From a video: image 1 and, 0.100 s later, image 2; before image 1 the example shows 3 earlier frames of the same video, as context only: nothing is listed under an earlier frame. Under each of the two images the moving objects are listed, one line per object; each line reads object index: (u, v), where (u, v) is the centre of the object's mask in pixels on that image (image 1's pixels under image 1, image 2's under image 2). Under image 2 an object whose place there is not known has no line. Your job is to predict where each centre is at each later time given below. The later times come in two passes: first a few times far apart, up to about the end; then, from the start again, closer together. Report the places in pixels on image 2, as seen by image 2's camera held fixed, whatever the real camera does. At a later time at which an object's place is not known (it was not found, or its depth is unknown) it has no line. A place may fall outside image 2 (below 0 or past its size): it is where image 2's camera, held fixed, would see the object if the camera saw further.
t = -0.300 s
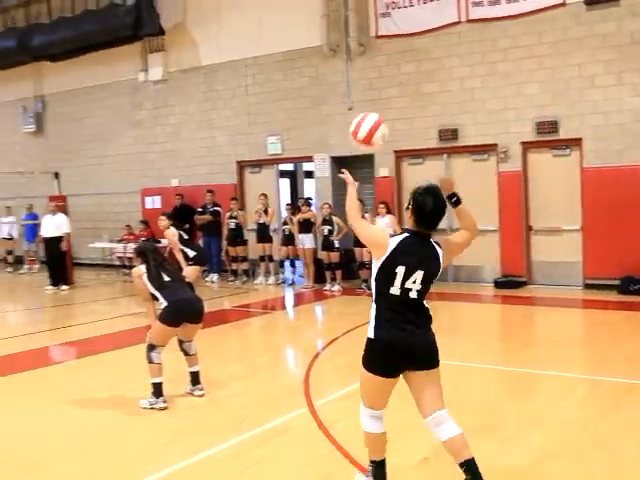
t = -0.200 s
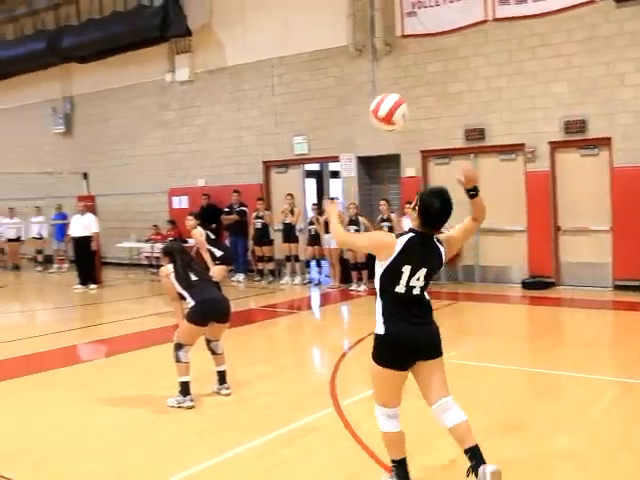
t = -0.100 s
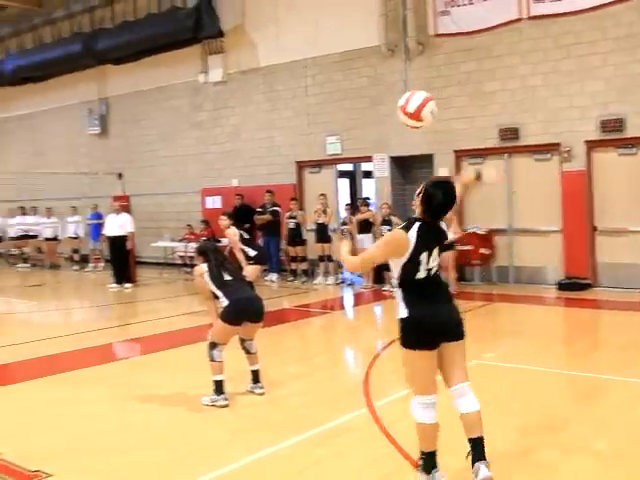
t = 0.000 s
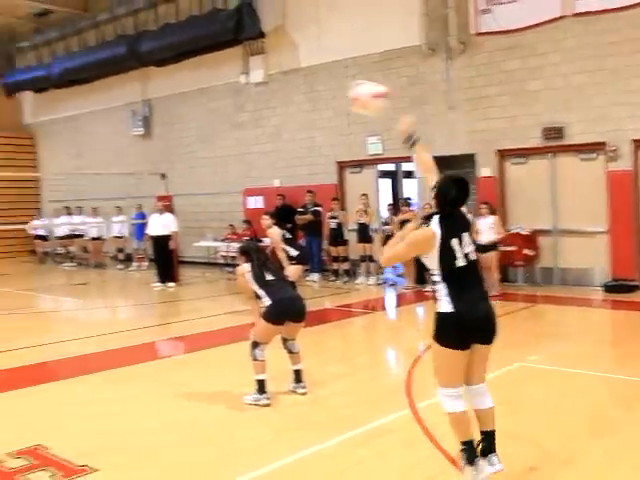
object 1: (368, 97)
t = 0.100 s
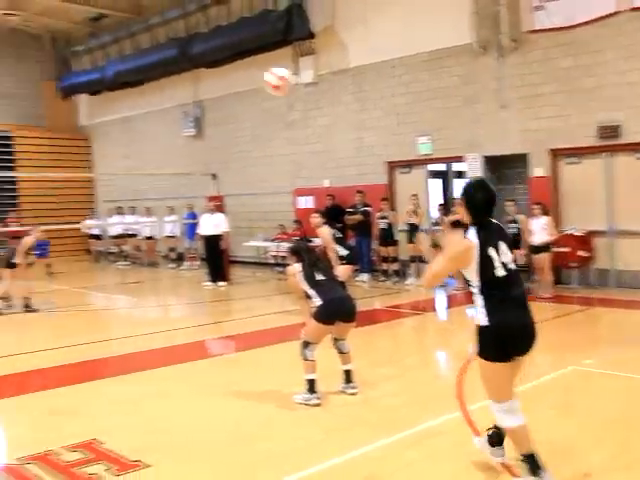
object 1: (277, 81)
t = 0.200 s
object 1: (189, 80)
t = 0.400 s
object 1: (83, 100)
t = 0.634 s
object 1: (24, 142)
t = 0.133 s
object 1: (245, 78)
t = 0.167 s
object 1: (215, 78)
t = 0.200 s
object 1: (189, 80)
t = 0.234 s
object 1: (166, 82)
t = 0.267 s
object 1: (145, 84)
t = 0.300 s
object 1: (127, 88)
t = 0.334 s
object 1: (111, 91)
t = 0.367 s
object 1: (96, 95)
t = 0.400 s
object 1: (83, 100)
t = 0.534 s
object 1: (44, 122)
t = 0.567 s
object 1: (36, 129)
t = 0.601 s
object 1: (30, 135)
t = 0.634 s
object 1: (24, 142)
